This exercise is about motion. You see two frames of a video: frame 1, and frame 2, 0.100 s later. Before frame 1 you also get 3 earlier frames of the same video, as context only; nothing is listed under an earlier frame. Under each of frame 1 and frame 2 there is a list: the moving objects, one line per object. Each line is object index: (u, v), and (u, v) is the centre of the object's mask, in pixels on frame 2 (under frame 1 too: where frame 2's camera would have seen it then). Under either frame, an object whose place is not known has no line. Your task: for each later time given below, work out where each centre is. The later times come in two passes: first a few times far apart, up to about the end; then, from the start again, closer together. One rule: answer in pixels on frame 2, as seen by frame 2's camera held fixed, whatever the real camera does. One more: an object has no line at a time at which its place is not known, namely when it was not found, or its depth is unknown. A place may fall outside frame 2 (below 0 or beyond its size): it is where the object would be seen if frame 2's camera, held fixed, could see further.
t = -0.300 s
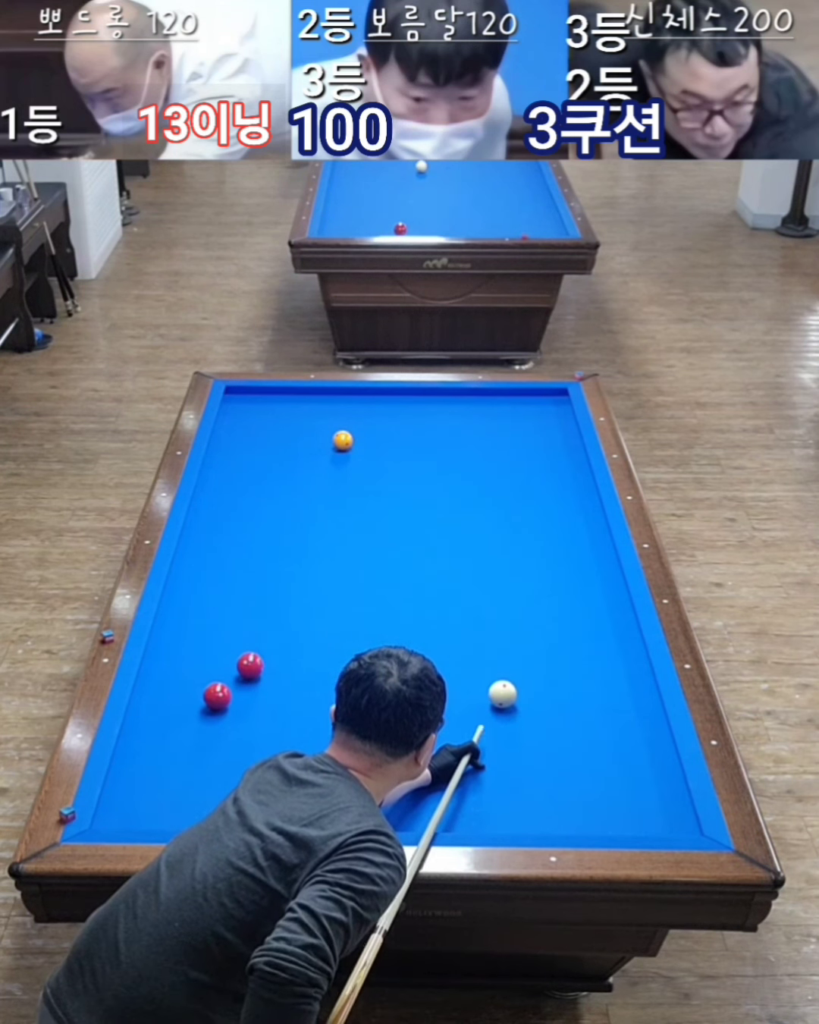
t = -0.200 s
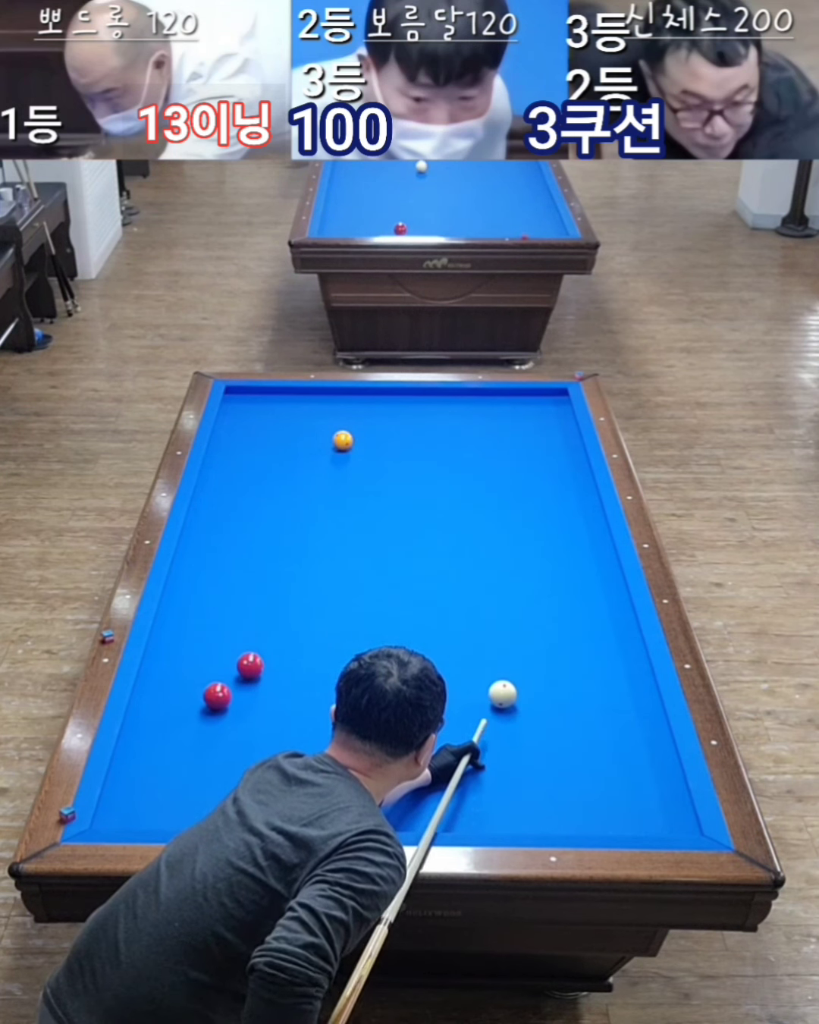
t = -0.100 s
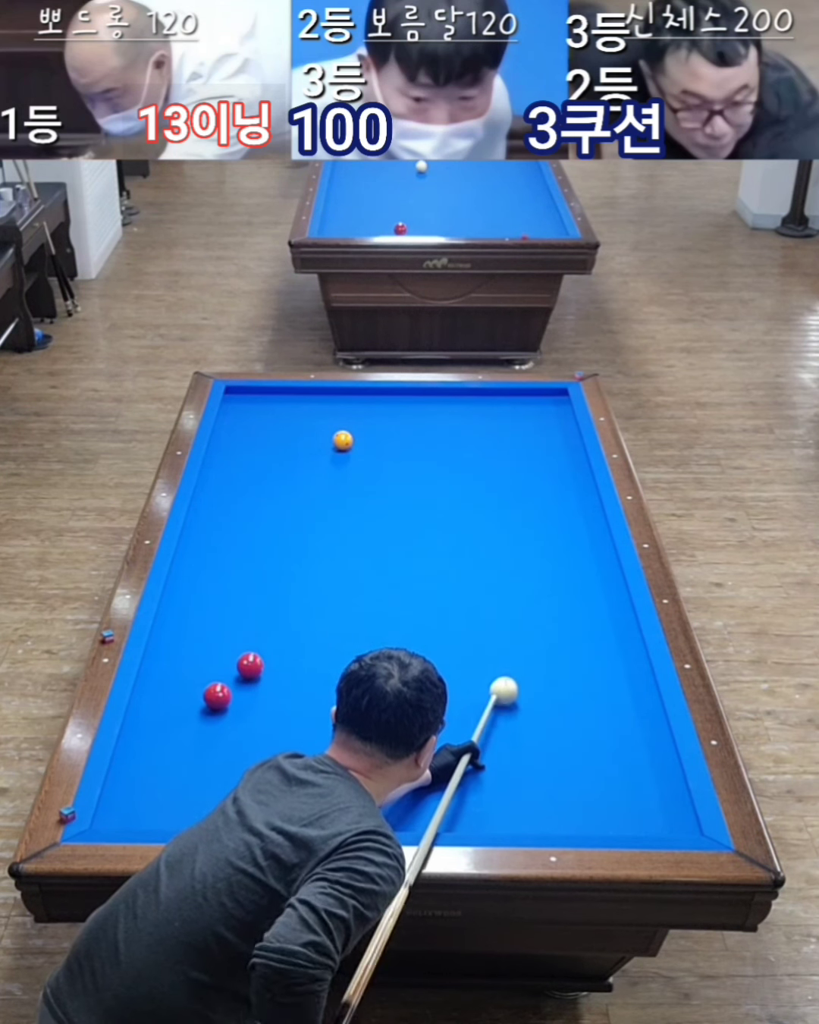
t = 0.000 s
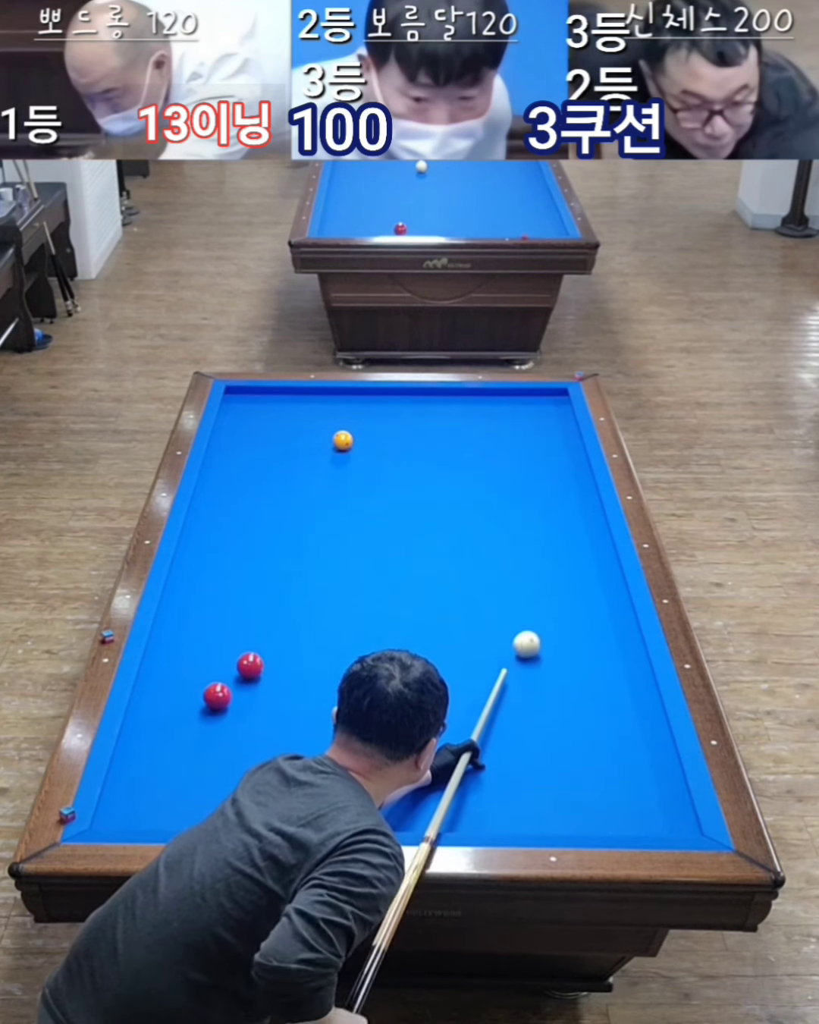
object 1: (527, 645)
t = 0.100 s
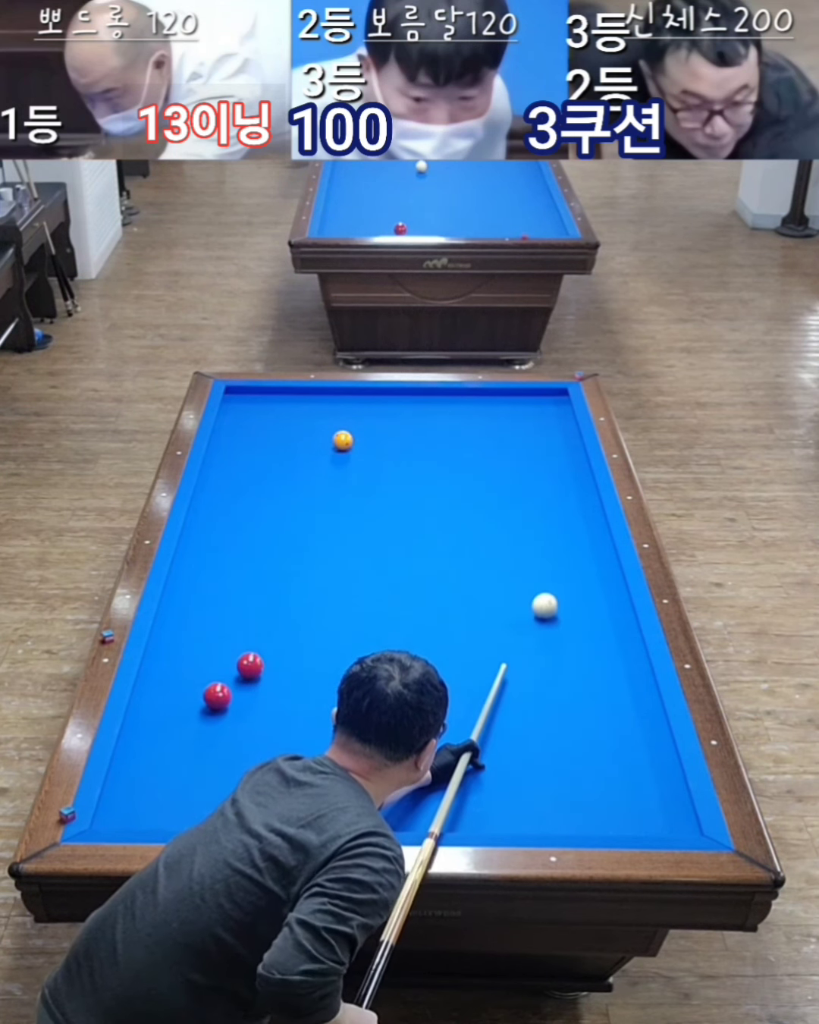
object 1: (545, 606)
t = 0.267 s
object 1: (569, 553)
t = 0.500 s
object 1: (582, 491)
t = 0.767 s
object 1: (543, 437)
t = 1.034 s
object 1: (511, 392)
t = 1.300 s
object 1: (468, 419)
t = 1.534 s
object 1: (430, 439)
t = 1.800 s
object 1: (382, 464)
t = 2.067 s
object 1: (332, 490)
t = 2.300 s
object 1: (286, 514)
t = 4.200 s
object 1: (272, 675)
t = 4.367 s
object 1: (272, 678)
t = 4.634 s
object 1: (276, 682)
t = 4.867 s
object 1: (282, 687)
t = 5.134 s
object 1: (289, 693)
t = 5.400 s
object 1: (296, 697)
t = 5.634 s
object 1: (301, 701)
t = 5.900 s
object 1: (307, 705)
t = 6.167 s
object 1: (312, 708)
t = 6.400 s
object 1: (315, 710)
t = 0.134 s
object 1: (550, 595)
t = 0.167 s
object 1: (555, 584)
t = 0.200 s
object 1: (560, 573)
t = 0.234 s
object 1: (564, 563)
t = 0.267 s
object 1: (569, 553)
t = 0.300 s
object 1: (573, 543)
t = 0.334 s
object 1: (578, 534)
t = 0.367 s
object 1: (582, 524)
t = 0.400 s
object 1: (586, 515)
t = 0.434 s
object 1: (590, 507)
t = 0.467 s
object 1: (588, 499)
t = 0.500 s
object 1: (582, 491)
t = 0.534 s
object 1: (576, 484)
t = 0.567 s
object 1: (571, 477)
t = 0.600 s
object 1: (566, 470)
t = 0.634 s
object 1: (562, 463)
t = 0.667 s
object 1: (557, 456)
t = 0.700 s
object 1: (552, 450)
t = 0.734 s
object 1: (547, 443)
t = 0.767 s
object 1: (543, 437)
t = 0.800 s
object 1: (539, 431)
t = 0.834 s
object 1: (535, 425)
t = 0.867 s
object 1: (530, 419)
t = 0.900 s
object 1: (526, 413)
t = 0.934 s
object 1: (522, 408)
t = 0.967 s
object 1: (518, 402)
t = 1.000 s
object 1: (514, 397)
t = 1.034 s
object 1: (511, 392)
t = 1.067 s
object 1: (506, 395)
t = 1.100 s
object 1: (500, 400)
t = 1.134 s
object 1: (495, 403)
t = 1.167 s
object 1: (489, 407)
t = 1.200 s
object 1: (484, 410)
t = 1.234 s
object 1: (479, 413)
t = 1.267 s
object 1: (473, 416)
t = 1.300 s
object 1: (468, 419)
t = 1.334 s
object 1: (463, 422)
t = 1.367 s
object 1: (457, 425)
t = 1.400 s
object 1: (452, 428)
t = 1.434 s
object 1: (446, 430)
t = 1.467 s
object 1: (441, 433)
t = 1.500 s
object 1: (435, 436)
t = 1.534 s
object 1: (430, 439)
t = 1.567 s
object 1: (424, 442)
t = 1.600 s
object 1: (418, 445)
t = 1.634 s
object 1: (412, 448)
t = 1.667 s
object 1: (406, 451)
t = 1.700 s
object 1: (400, 454)
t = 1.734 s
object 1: (394, 457)
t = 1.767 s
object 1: (388, 460)
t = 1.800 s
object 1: (382, 464)
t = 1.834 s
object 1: (376, 467)
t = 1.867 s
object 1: (370, 470)
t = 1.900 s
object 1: (364, 473)
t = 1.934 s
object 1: (358, 476)
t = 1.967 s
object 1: (352, 480)
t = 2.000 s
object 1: (345, 483)
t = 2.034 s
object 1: (339, 486)
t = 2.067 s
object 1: (332, 490)
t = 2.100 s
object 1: (326, 493)
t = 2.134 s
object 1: (319, 497)
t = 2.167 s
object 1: (313, 500)
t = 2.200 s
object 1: (306, 503)
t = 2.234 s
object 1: (300, 507)
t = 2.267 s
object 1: (293, 510)
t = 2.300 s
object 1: (286, 514)
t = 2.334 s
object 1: (280, 516)
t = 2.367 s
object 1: (275, 518)
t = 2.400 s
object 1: (270, 519)
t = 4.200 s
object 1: (272, 675)
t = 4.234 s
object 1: (272, 676)
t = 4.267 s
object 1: (272, 677)
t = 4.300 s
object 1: (272, 677)
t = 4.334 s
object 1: (272, 678)
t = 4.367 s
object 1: (272, 678)
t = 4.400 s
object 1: (272, 678)
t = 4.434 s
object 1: (272, 679)
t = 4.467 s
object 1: (272, 679)
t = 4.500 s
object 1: (272, 679)
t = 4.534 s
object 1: (273, 680)
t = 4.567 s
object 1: (273, 681)
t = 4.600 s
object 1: (274, 681)
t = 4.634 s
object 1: (276, 682)
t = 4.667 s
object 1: (276, 683)
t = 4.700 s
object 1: (277, 683)
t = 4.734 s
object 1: (278, 684)
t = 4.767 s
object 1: (279, 685)
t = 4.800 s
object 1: (280, 686)
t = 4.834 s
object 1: (281, 686)
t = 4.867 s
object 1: (282, 687)
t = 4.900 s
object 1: (283, 688)
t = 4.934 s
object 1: (284, 689)
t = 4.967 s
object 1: (285, 689)
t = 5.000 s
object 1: (285, 690)
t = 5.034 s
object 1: (286, 691)
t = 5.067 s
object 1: (287, 691)
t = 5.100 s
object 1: (288, 692)
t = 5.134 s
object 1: (289, 693)
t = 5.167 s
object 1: (290, 693)
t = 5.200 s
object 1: (291, 694)
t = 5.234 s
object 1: (291, 694)
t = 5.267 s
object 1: (292, 695)
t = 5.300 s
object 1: (293, 696)
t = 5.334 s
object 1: (294, 696)
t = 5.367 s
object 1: (295, 697)
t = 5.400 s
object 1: (296, 697)
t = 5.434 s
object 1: (296, 698)
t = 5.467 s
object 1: (297, 698)
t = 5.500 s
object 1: (298, 699)
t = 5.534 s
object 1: (299, 699)
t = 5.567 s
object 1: (300, 700)
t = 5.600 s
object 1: (300, 700)
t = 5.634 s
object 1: (301, 701)
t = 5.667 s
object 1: (302, 702)
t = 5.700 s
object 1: (302, 702)
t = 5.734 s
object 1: (303, 703)
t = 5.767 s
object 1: (304, 703)
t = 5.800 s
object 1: (305, 703)
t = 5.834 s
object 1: (305, 704)
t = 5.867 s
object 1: (306, 704)
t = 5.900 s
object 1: (307, 705)
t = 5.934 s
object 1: (307, 705)
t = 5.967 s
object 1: (308, 705)
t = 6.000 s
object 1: (309, 706)
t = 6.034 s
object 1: (309, 706)
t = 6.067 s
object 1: (310, 707)
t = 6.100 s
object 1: (310, 707)
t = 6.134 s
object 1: (311, 707)
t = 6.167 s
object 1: (312, 708)
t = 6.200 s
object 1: (313, 708)
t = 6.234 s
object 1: (313, 709)
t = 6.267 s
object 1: (313, 709)
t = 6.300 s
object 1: (314, 709)
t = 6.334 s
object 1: (314, 710)
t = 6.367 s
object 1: (315, 710)
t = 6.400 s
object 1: (315, 710)
